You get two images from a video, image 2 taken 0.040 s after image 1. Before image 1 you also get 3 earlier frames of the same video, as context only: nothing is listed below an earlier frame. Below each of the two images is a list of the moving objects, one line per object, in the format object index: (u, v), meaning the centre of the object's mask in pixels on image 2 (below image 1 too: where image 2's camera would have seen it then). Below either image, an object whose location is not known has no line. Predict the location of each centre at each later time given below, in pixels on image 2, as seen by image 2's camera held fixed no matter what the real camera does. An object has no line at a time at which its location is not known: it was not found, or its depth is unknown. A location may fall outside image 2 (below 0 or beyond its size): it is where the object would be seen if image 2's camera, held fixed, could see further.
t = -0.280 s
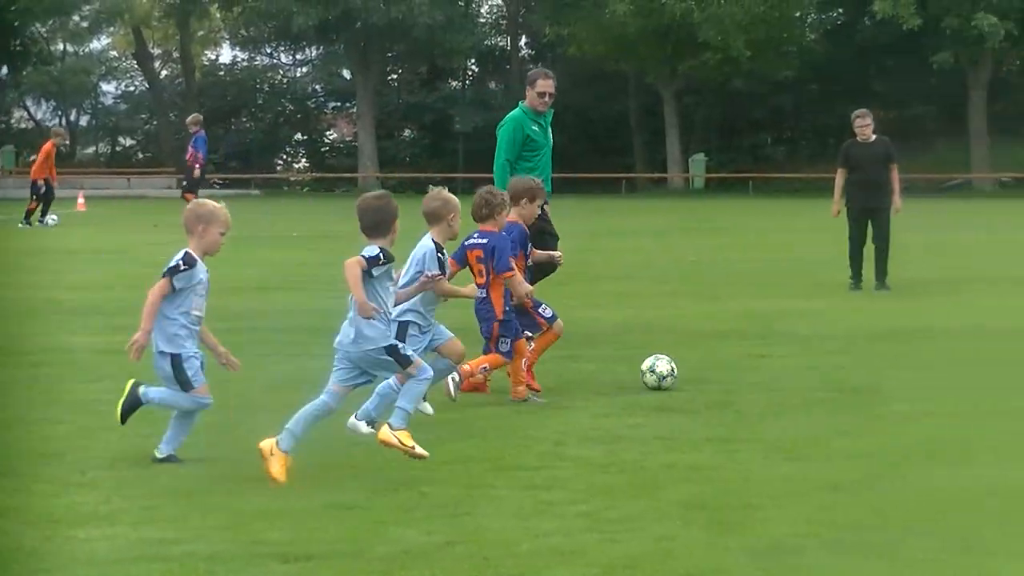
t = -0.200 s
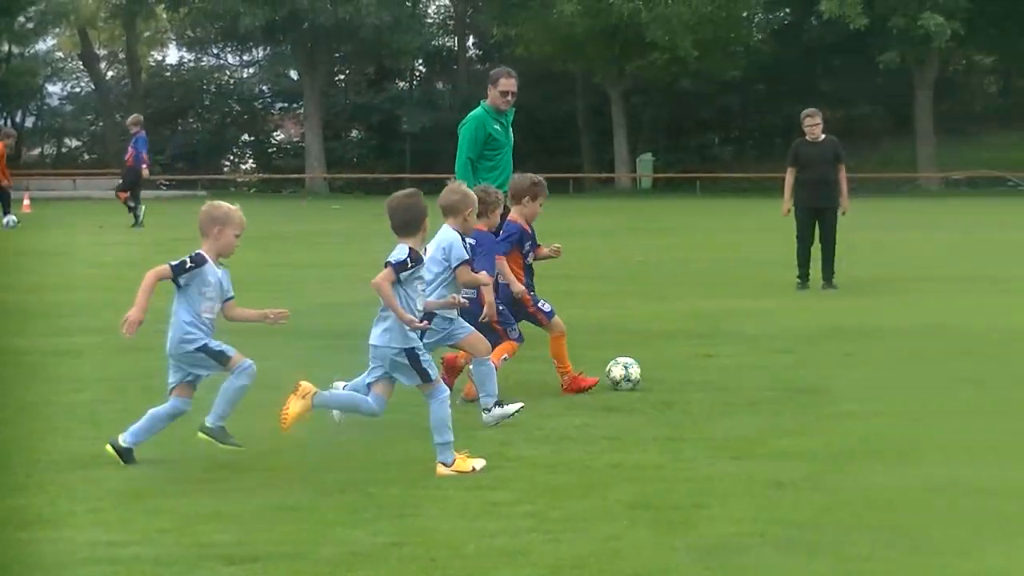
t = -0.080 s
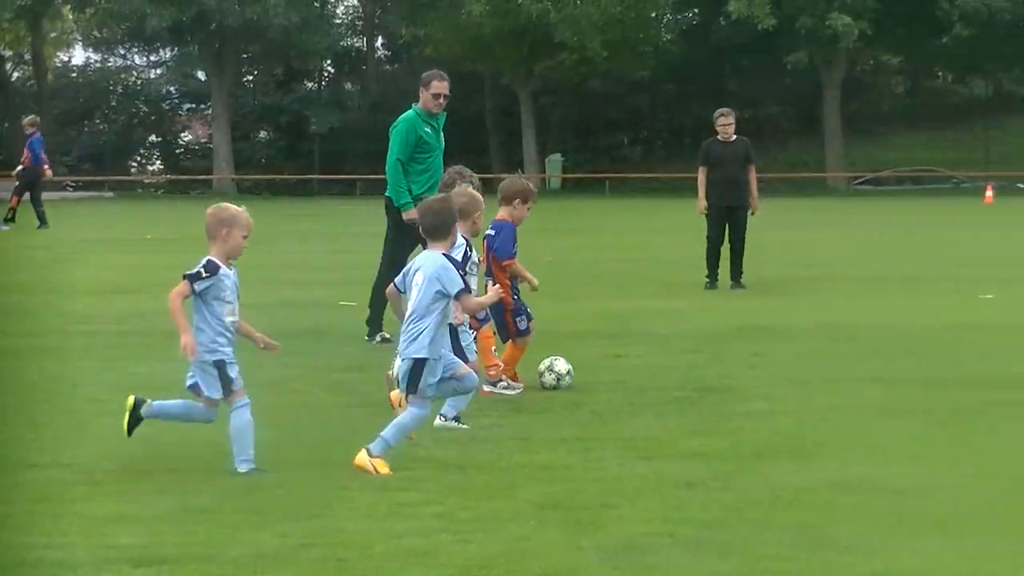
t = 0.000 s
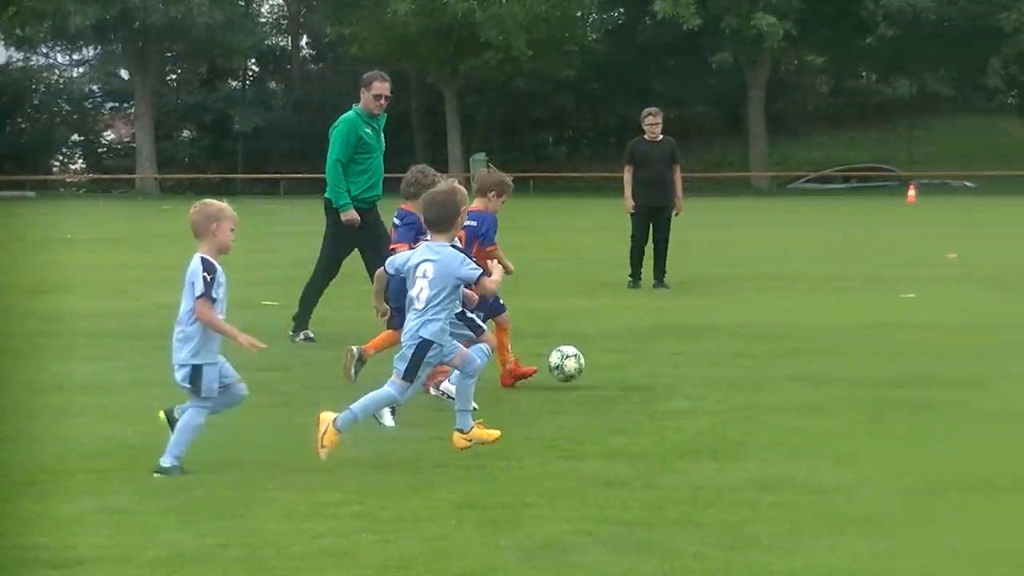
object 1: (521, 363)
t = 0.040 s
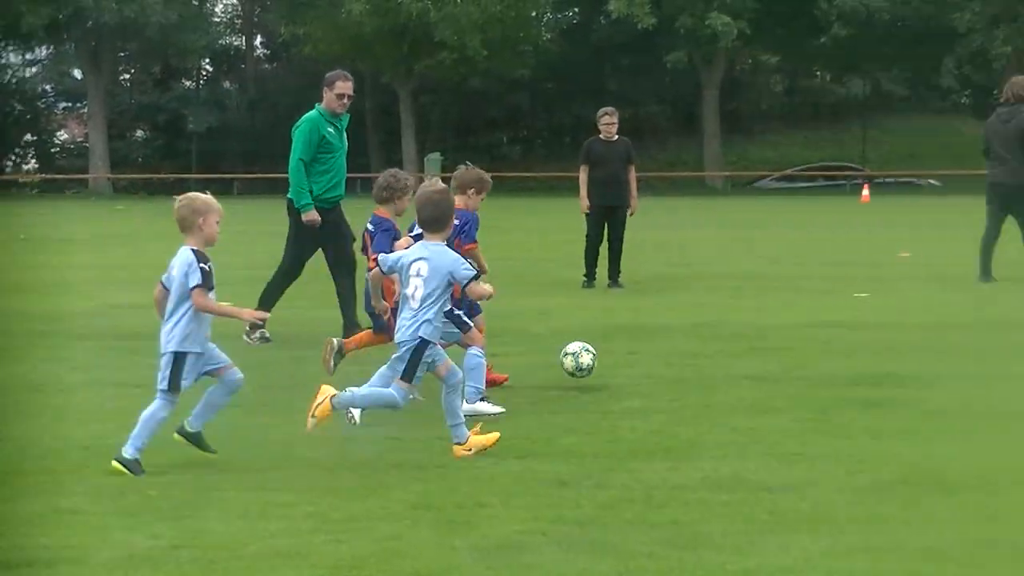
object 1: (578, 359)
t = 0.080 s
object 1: (637, 359)
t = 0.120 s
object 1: (696, 361)
